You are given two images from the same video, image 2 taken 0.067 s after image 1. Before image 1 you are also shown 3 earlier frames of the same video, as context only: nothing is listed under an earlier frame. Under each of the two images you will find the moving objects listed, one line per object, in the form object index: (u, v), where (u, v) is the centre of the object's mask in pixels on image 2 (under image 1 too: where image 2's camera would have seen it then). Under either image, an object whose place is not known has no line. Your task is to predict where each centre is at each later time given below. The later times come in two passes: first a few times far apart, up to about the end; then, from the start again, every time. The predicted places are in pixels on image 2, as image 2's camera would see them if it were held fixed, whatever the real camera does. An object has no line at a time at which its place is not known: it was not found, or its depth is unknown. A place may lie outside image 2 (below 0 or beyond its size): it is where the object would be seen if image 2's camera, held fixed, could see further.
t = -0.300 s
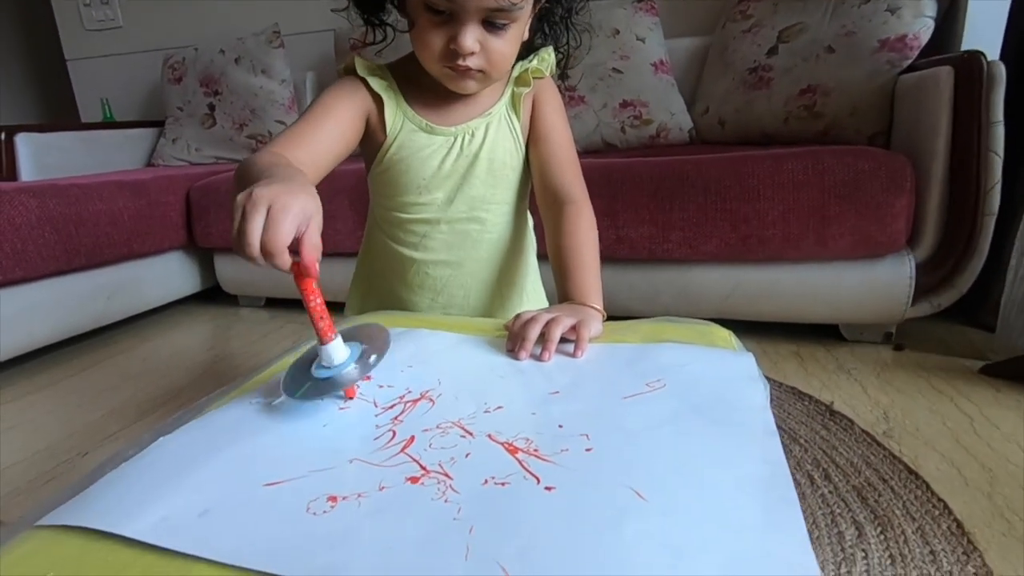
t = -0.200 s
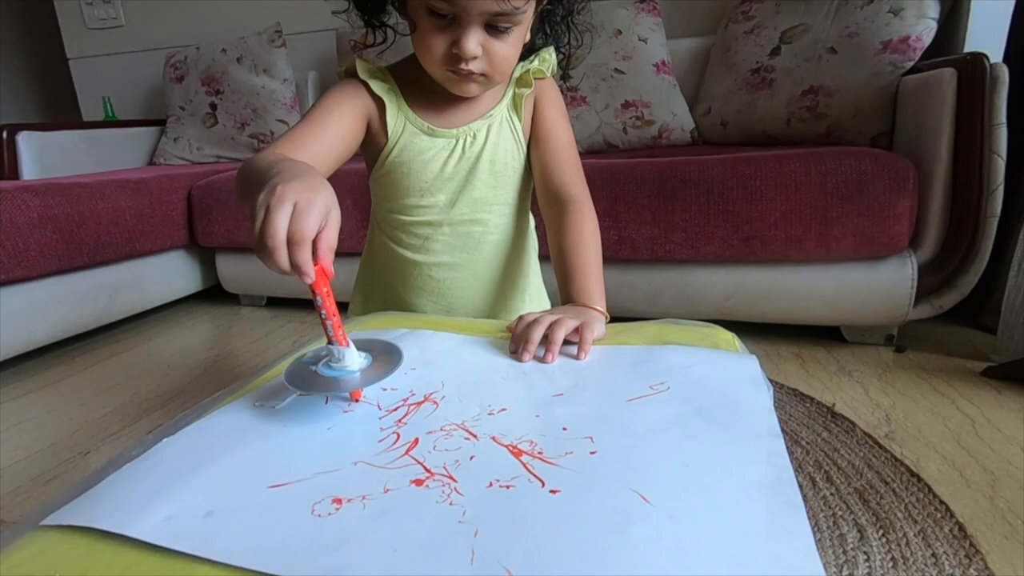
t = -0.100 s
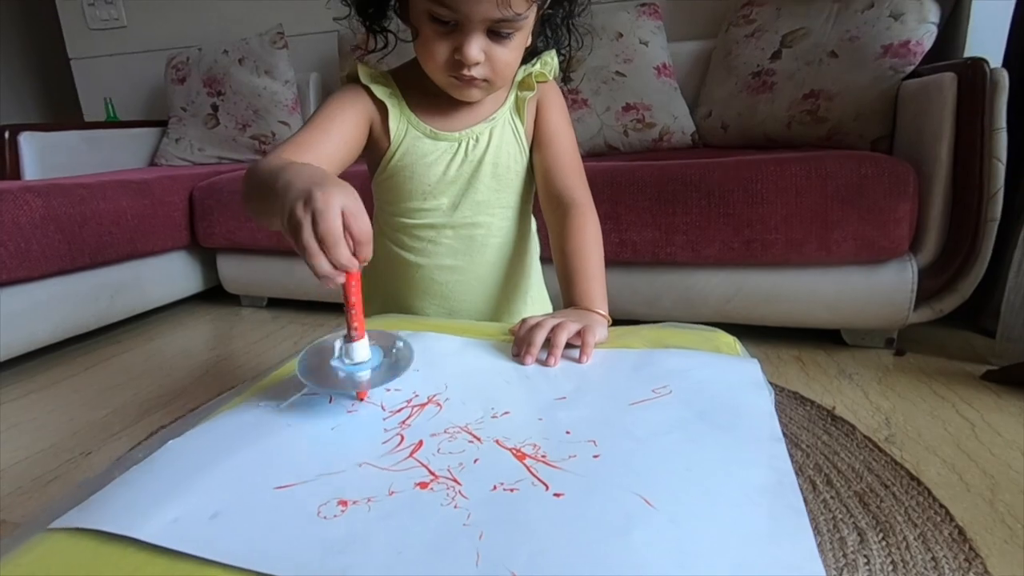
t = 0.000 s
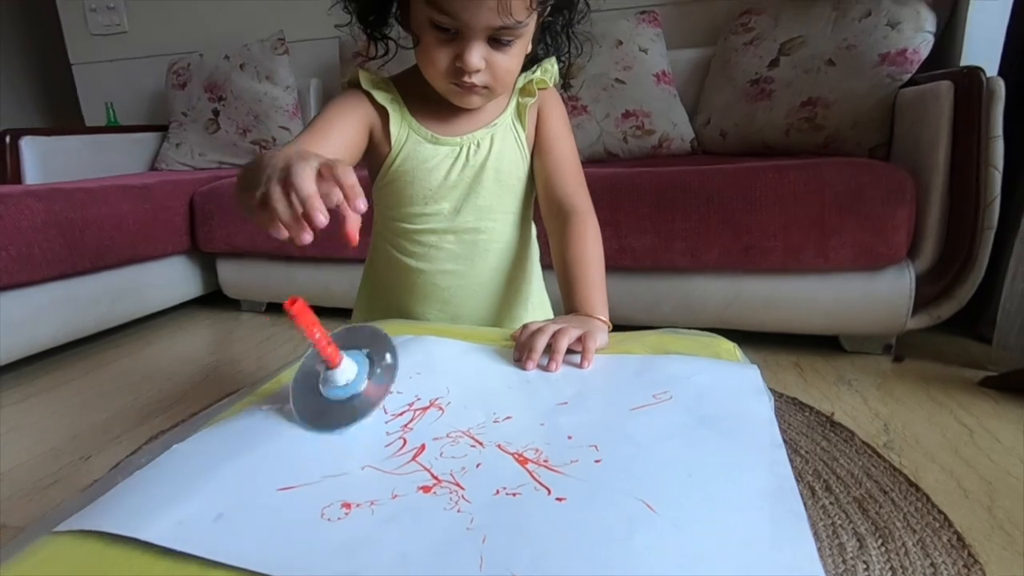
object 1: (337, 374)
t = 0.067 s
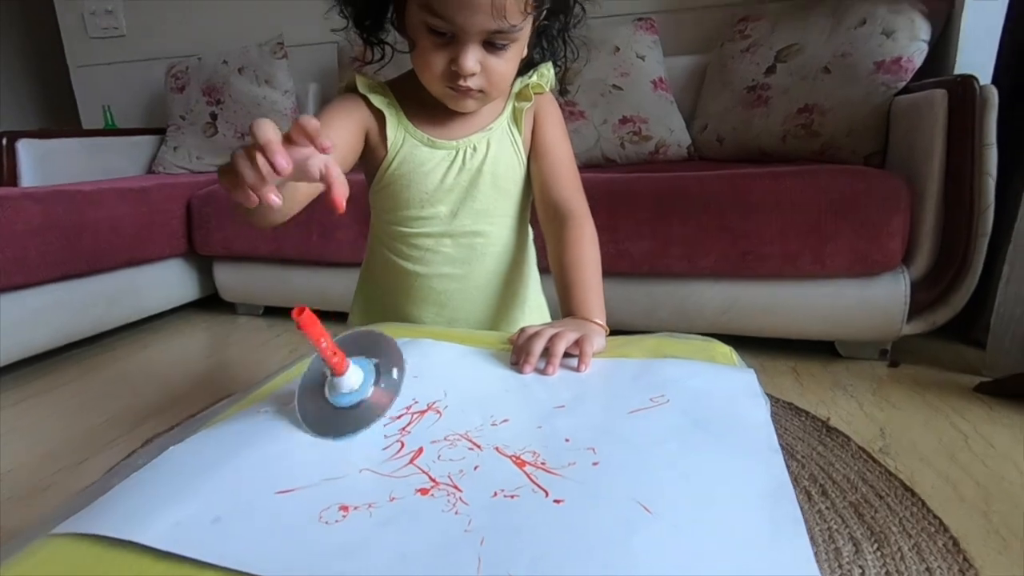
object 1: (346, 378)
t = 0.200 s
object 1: (397, 379)
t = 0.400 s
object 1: (376, 348)
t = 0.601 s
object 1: (382, 386)
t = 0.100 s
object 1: (353, 382)
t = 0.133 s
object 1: (364, 385)
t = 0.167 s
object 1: (378, 385)
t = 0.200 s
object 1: (397, 379)
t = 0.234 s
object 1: (412, 367)
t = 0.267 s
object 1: (414, 358)
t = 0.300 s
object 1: (392, 349)
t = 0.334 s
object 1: (380, 348)
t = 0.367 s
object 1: (375, 348)
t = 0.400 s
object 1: (376, 348)
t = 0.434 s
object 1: (383, 349)
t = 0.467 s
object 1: (397, 350)
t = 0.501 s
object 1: (414, 357)
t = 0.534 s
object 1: (410, 371)
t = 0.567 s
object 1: (396, 380)
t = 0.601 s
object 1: (382, 386)
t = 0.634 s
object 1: (372, 387)
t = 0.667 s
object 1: (367, 388)
